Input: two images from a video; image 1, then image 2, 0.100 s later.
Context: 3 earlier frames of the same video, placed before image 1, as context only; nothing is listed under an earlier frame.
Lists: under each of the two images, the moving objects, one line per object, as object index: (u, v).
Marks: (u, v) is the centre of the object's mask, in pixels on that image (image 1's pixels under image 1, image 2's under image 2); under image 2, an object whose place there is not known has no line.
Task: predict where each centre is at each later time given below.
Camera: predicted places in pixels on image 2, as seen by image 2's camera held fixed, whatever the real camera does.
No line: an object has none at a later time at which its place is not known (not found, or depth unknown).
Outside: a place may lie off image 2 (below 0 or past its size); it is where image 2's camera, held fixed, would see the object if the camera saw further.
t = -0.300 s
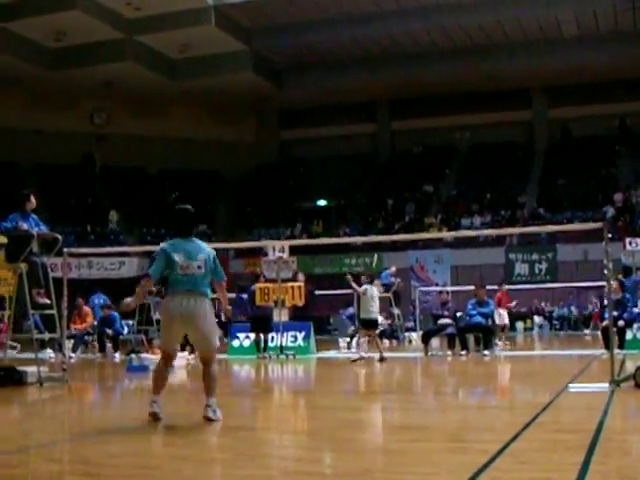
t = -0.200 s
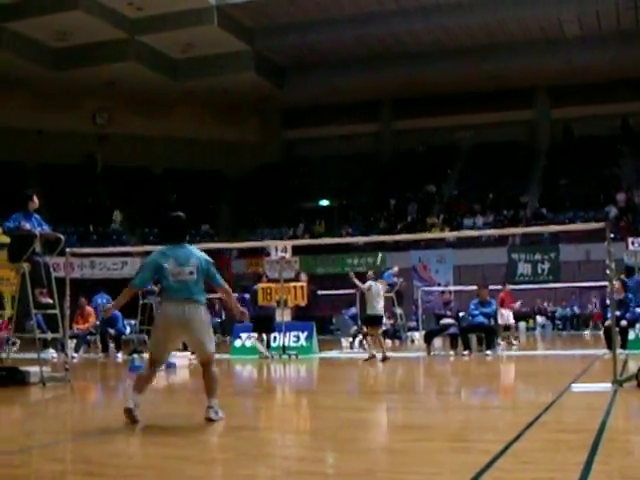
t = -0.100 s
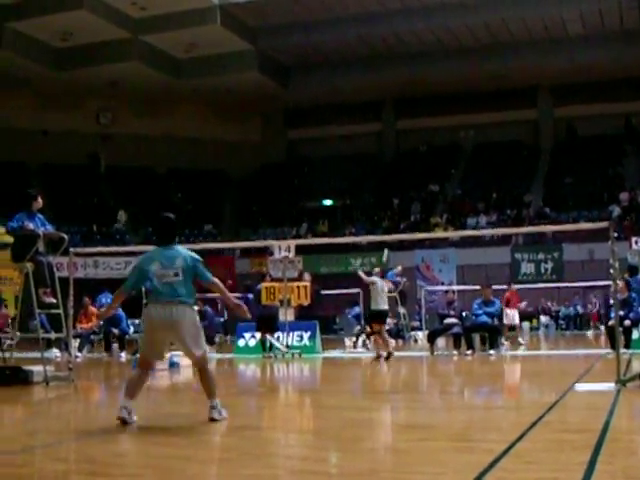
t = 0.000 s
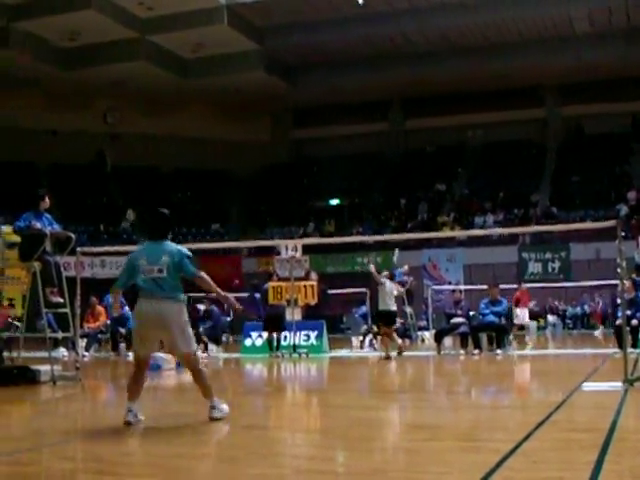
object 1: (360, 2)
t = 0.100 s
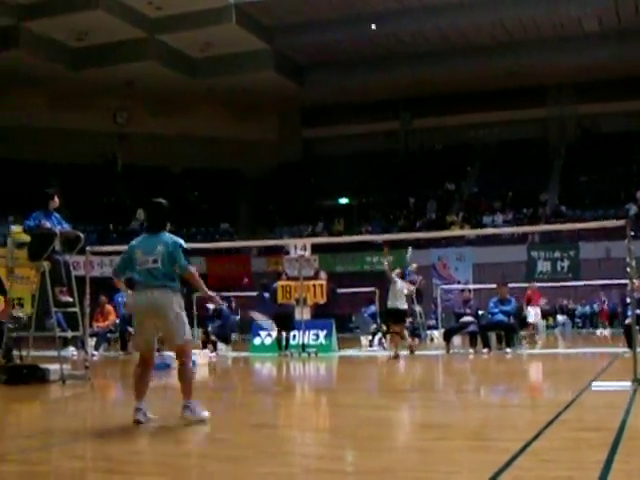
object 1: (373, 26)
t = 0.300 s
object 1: (381, 85)
